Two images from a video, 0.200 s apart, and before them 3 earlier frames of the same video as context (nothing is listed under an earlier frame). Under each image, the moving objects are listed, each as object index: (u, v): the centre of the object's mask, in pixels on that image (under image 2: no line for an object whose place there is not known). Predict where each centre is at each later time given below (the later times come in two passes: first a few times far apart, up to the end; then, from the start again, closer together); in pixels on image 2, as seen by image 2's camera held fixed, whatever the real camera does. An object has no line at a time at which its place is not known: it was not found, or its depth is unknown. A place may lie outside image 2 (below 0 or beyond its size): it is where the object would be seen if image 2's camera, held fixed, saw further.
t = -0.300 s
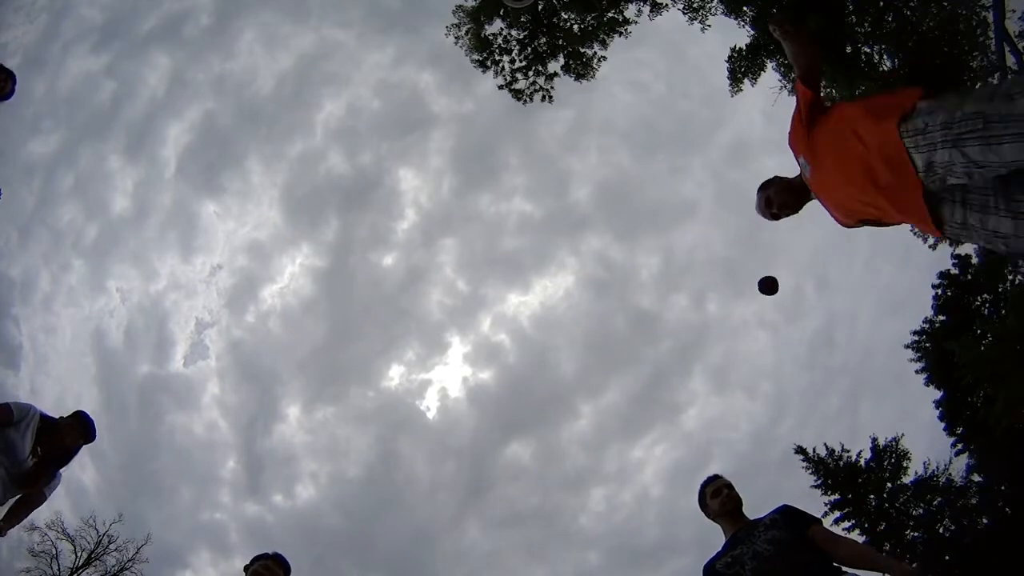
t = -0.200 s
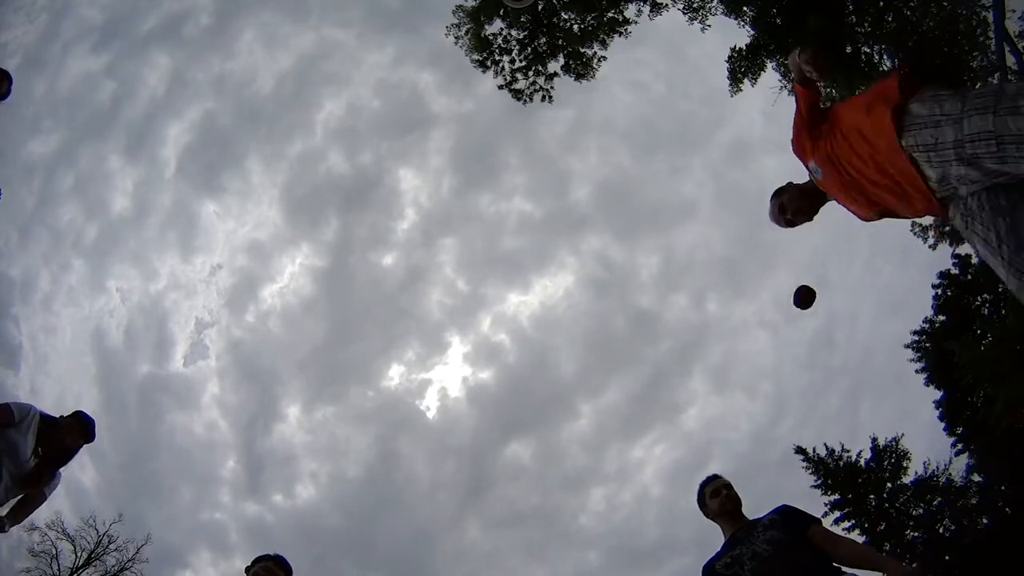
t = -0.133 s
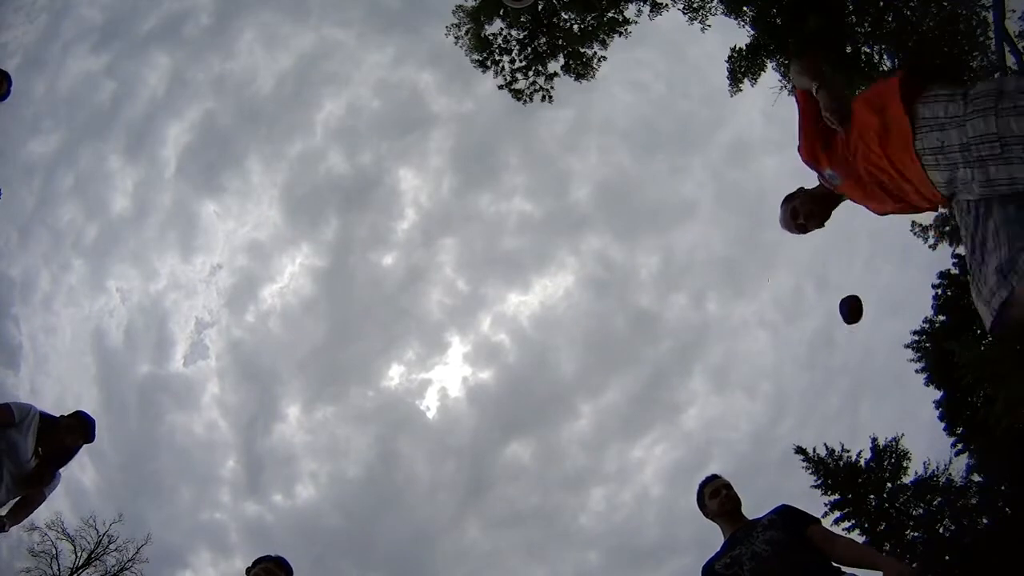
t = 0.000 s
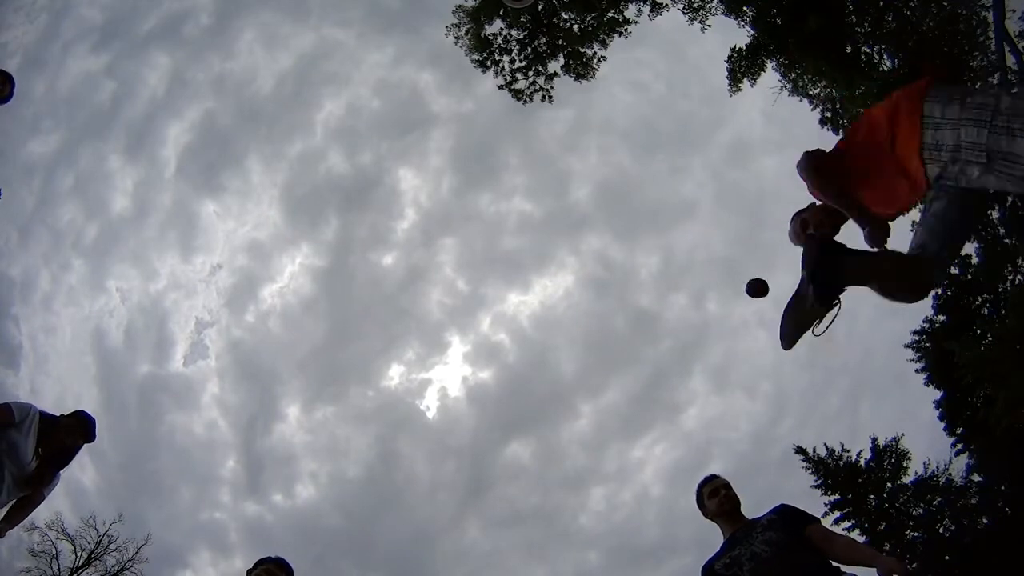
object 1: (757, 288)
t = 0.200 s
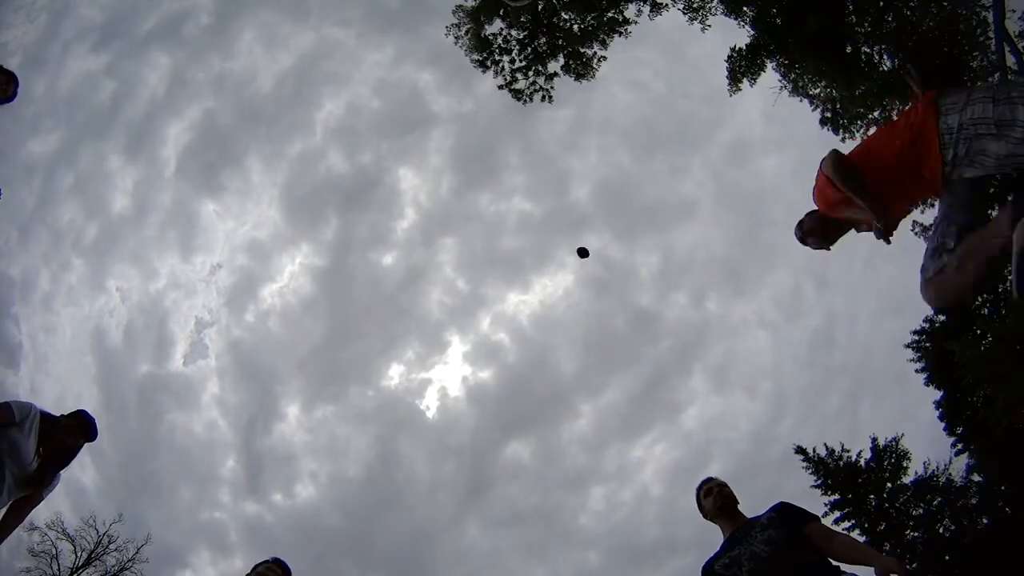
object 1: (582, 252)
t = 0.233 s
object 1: (568, 249)
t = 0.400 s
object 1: (520, 234)
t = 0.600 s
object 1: (478, 217)
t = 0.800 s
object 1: (432, 193)
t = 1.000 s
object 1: (358, 147)
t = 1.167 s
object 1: (221, 63)
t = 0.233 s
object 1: (568, 249)
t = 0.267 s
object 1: (556, 246)
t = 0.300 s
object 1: (546, 243)
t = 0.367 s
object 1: (528, 237)
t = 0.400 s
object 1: (520, 234)
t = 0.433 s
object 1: (513, 231)
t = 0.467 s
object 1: (505, 228)
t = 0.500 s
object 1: (498, 226)
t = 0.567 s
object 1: (485, 220)
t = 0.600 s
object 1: (478, 217)
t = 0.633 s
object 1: (471, 214)
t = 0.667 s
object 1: (464, 211)
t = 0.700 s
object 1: (456, 207)
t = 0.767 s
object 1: (441, 198)
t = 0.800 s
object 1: (432, 193)
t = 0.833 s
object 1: (423, 187)
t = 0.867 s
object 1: (413, 181)
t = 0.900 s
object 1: (401, 174)
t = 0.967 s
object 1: (374, 157)
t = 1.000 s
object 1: (358, 147)
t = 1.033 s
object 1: (339, 135)
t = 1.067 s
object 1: (316, 122)
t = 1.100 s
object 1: (290, 106)
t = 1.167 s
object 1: (221, 63)
